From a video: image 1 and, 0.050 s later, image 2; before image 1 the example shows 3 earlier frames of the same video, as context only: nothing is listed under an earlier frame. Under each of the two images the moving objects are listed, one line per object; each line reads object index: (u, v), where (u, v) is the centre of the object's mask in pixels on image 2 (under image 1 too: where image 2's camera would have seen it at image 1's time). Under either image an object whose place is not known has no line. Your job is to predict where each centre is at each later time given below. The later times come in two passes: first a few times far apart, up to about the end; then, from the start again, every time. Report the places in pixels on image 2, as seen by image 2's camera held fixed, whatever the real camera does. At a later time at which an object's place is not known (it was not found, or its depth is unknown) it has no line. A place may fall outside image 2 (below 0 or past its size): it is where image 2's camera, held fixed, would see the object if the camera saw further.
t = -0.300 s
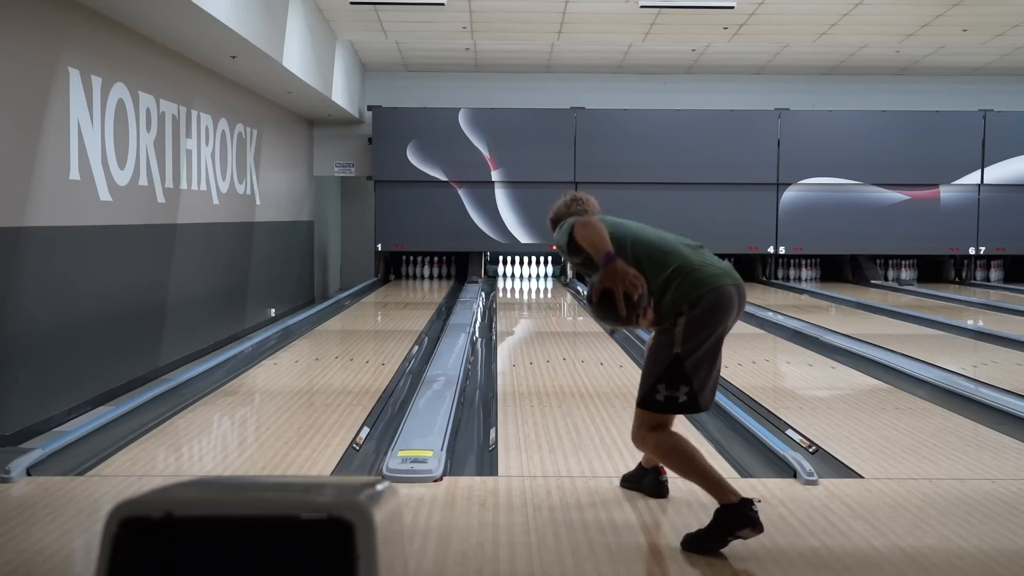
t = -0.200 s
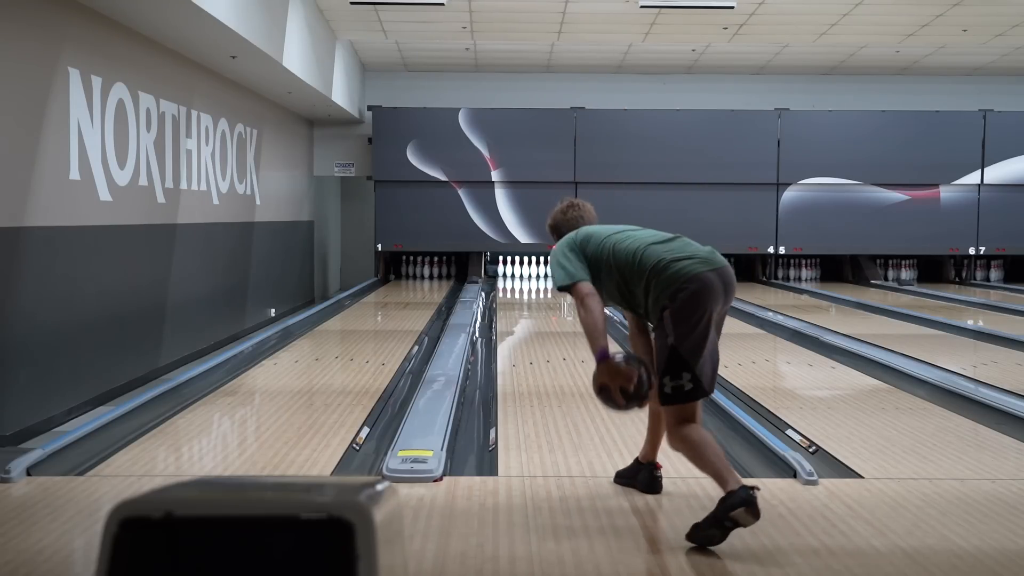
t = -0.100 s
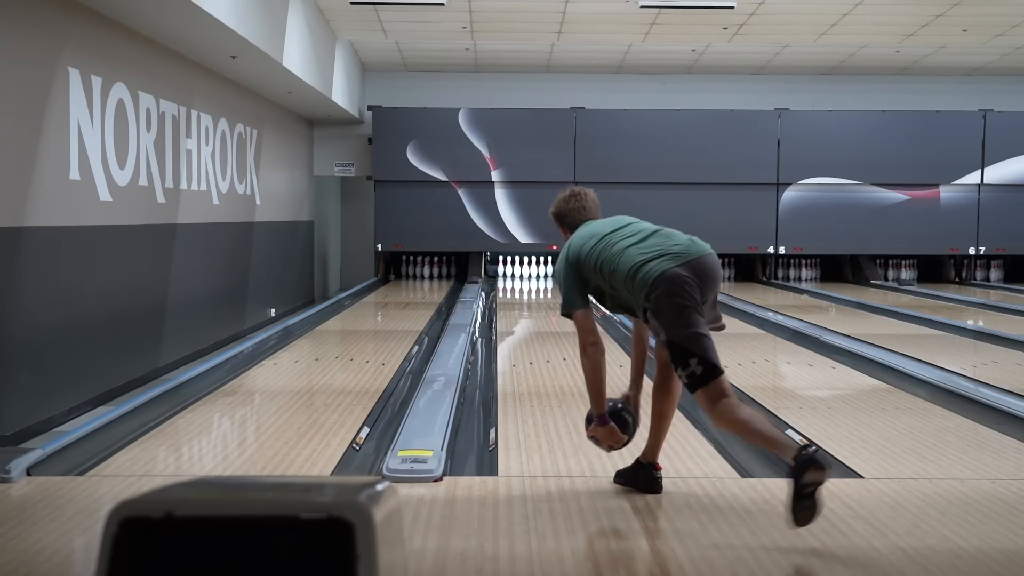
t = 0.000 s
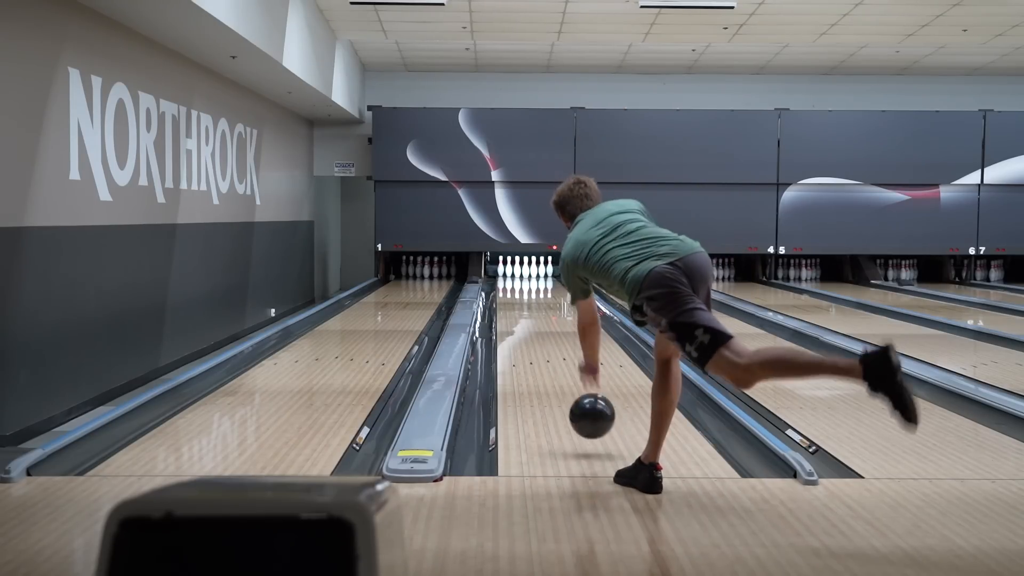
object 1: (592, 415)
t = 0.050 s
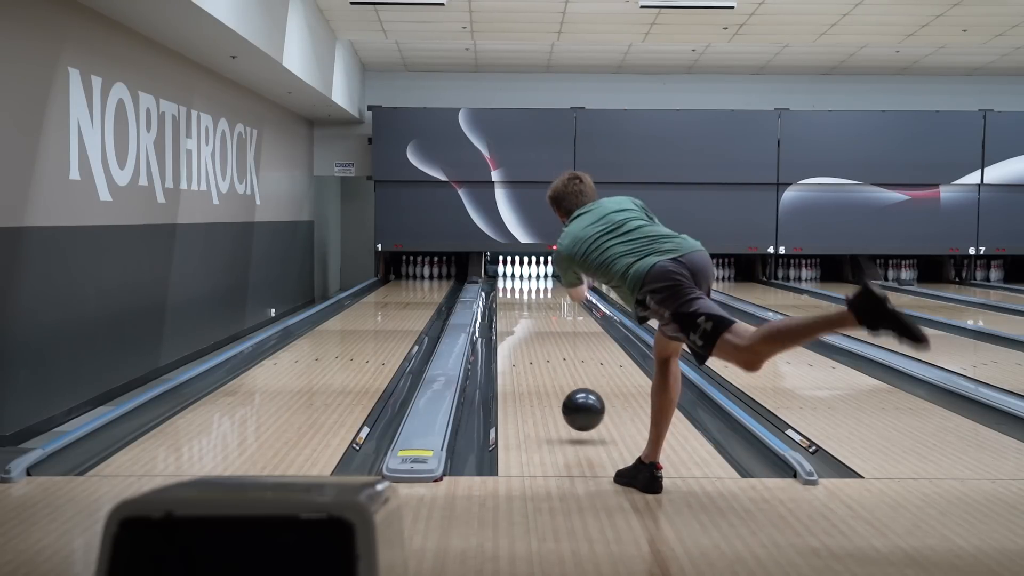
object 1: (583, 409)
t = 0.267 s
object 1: (556, 380)
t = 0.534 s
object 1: (535, 347)
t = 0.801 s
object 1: (522, 325)
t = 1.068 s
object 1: (513, 310)
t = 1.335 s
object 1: (509, 299)
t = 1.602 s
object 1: (508, 290)
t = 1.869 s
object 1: (510, 284)
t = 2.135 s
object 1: (515, 278)
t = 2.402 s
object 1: (521, 274)
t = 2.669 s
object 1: (523, 271)
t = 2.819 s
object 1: (525, 270)
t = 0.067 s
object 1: (581, 408)
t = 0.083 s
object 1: (578, 408)
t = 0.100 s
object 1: (576, 408)
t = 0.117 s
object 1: (573, 406)
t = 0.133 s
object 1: (571, 402)
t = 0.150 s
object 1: (569, 400)
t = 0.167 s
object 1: (567, 396)
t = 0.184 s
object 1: (565, 393)
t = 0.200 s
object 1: (563, 390)
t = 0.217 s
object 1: (561, 387)
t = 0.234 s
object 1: (559, 385)
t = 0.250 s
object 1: (558, 382)
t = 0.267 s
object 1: (556, 380)
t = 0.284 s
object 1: (554, 377)
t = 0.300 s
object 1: (553, 375)
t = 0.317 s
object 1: (551, 372)
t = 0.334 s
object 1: (550, 370)
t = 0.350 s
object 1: (548, 368)
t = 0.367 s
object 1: (547, 366)
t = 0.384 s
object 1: (546, 364)
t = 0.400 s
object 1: (544, 362)
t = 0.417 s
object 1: (543, 360)
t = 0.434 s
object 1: (542, 358)
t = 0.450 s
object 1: (541, 356)
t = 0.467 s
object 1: (540, 354)
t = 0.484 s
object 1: (538, 352)
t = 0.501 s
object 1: (537, 351)
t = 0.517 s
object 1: (536, 349)
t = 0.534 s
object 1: (535, 347)
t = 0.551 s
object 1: (534, 345)
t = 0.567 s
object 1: (533, 344)
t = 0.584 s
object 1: (532, 342)
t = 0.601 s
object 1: (531, 341)
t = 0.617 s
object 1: (530, 339)
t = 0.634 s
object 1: (529, 338)
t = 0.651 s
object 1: (529, 337)
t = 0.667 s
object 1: (528, 335)
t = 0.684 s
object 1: (527, 334)
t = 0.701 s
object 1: (526, 332)
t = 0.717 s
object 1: (526, 331)
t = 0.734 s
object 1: (525, 330)
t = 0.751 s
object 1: (524, 329)
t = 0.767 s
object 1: (523, 327)
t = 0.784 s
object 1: (523, 326)
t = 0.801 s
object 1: (522, 325)
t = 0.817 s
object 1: (521, 324)
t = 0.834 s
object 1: (521, 323)
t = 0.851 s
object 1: (520, 322)
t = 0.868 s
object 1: (519, 321)
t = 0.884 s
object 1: (519, 320)
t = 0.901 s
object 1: (518, 319)
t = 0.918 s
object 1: (518, 318)
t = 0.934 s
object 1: (517, 317)
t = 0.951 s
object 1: (517, 316)
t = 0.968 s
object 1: (516, 315)
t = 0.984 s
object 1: (516, 315)
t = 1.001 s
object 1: (515, 314)
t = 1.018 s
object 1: (515, 313)
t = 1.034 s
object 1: (514, 312)
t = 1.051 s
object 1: (514, 311)
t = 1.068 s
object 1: (513, 310)
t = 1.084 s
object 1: (513, 309)
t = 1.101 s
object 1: (513, 309)
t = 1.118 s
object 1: (512, 308)
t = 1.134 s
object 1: (512, 307)
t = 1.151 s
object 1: (512, 306)
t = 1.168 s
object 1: (511, 306)
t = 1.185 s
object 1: (511, 305)
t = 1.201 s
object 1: (511, 305)
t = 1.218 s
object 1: (510, 304)
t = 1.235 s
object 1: (510, 303)
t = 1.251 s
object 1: (510, 303)
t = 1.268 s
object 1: (509, 302)
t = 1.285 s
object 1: (509, 301)
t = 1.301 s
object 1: (509, 301)
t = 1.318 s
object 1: (509, 300)
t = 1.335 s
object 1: (509, 299)
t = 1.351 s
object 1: (509, 299)
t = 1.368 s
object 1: (508, 298)
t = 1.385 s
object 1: (508, 297)
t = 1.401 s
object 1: (508, 297)
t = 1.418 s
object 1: (508, 296)
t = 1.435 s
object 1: (508, 296)
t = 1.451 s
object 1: (508, 295)
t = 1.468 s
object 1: (508, 295)
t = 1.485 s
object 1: (508, 294)
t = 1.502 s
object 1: (508, 294)
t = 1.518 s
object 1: (508, 293)
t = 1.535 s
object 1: (508, 293)
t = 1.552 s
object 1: (508, 292)
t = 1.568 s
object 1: (508, 291)
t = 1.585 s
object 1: (508, 291)
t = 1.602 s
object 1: (508, 290)
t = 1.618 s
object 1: (508, 290)
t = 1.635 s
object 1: (508, 289)
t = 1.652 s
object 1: (508, 289)
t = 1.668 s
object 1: (508, 289)
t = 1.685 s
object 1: (508, 288)
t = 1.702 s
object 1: (508, 288)
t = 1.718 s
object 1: (508, 288)
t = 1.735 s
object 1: (508, 287)
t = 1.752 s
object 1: (509, 287)
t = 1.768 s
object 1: (509, 286)
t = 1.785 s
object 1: (509, 286)
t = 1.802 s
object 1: (509, 285)
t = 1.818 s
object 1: (509, 285)
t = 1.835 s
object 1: (510, 284)
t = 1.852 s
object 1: (510, 284)
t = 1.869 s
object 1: (510, 284)
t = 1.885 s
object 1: (510, 283)
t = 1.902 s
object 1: (510, 283)
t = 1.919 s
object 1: (511, 282)
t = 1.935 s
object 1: (511, 282)
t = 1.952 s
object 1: (511, 282)
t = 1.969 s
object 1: (511, 281)
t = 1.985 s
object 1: (512, 281)
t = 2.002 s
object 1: (512, 281)
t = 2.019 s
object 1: (513, 280)
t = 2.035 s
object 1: (513, 280)
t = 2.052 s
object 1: (514, 279)
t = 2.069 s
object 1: (514, 279)
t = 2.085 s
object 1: (514, 279)
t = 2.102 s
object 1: (515, 279)
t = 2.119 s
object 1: (515, 278)
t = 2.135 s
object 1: (515, 278)
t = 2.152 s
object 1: (516, 278)
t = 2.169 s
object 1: (516, 278)
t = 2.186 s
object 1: (516, 277)
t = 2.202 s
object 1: (517, 277)
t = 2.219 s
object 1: (517, 277)
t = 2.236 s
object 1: (517, 277)
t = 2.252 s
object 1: (518, 276)
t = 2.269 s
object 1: (518, 276)
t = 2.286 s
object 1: (518, 276)
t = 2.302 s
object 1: (519, 275)
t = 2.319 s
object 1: (519, 275)
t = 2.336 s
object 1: (519, 275)
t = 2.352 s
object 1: (520, 274)
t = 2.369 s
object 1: (520, 274)
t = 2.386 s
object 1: (521, 274)
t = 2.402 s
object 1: (521, 274)
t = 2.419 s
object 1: (521, 274)
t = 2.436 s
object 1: (522, 273)
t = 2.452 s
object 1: (522, 273)
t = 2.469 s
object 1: (522, 273)
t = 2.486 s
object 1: (522, 273)
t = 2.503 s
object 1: (522, 273)
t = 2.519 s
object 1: (522, 273)
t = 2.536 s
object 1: (522, 272)
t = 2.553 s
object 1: (522, 272)
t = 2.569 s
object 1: (522, 272)
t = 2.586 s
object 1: (522, 272)
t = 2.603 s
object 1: (522, 272)
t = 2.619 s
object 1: (523, 272)
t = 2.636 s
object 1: (523, 271)
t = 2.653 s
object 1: (523, 271)
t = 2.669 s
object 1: (523, 271)
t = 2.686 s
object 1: (523, 271)
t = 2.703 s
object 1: (523, 271)
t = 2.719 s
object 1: (522, 271)
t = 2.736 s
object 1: (522, 271)
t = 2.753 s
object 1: (522, 271)
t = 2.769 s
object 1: (524, 270)
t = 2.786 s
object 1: (524, 271)
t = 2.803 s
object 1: (525, 270)
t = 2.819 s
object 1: (525, 270)
